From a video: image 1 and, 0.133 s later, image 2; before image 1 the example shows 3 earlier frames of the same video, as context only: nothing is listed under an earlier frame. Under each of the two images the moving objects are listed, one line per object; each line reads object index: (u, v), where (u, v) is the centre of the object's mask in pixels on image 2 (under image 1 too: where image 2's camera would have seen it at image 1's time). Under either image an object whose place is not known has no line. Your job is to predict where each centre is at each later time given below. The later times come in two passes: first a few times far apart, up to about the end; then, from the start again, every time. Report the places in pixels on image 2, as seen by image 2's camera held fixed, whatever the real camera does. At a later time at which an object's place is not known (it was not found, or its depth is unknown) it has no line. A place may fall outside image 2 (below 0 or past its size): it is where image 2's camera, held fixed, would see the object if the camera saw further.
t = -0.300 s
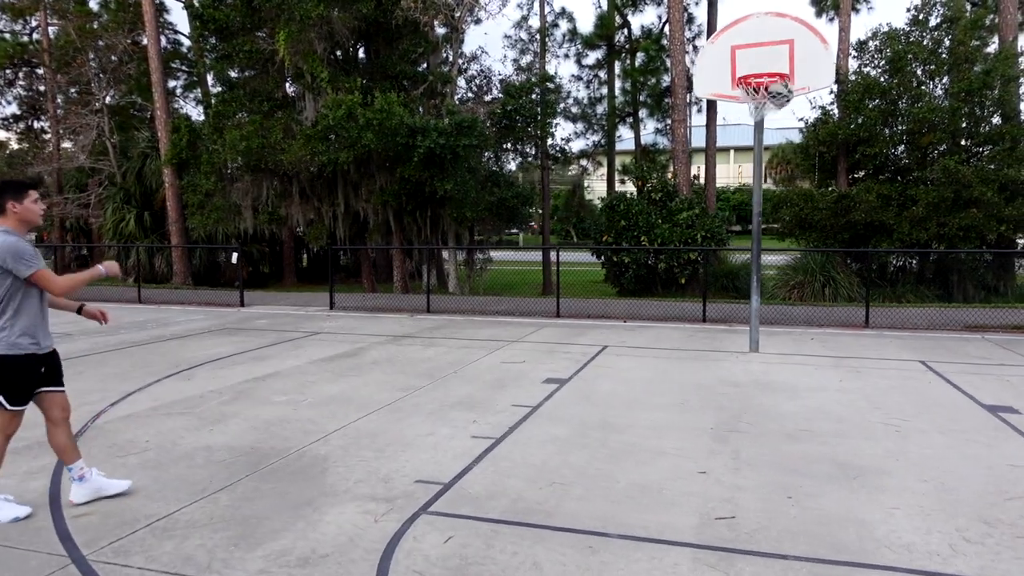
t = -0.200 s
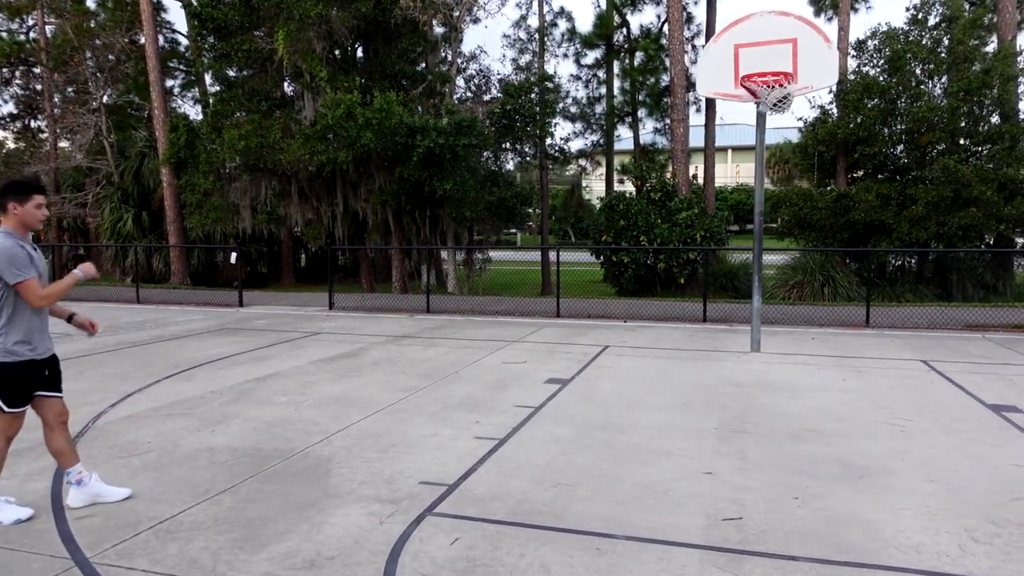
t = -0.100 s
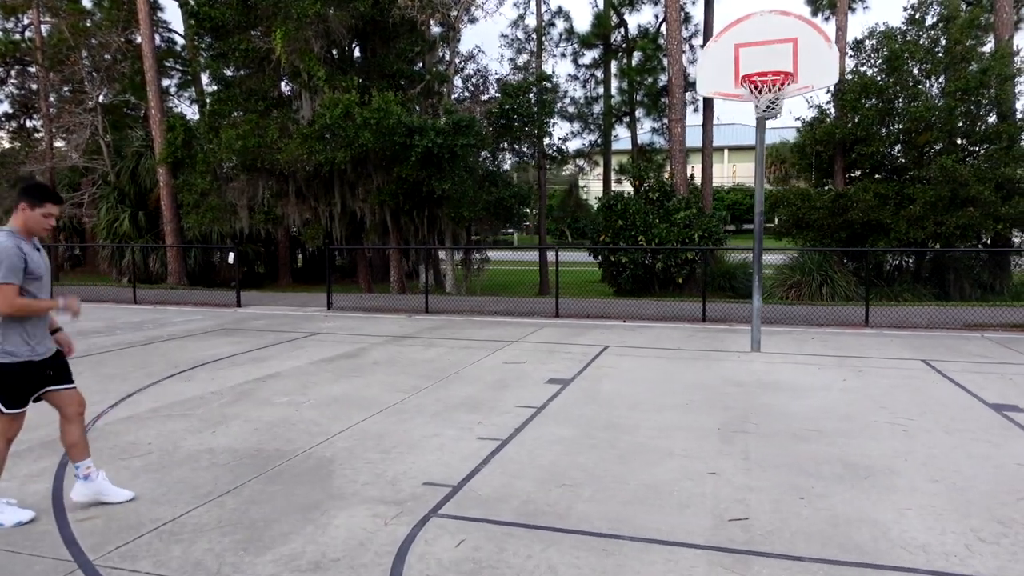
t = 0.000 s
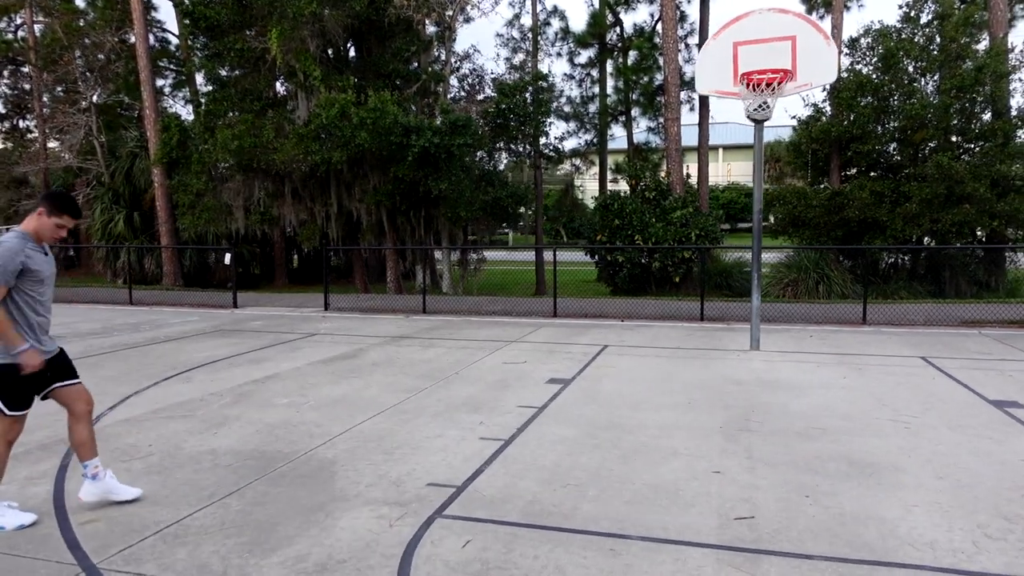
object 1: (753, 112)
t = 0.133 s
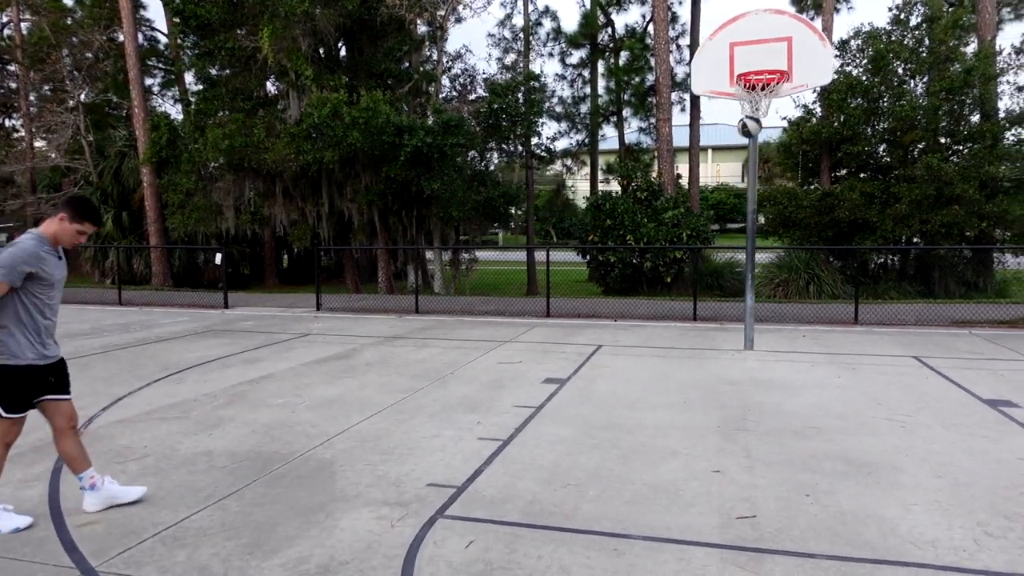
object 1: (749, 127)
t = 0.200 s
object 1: (748, 139)
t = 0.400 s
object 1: (744, 202)
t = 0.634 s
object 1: (737, 315)
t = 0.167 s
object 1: (749, 133)
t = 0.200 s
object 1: (748, 139)
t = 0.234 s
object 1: (748, 148)
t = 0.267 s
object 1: (746, 156)
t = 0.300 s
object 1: (746, 167)
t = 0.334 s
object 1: (745, 177)
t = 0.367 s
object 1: (745, 189)
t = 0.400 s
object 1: (744, 202)
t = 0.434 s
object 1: (742, 215)
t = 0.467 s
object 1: (742, 230)
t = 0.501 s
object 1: (741, 246)
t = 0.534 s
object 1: (740, 261)
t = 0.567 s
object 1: (739, 281)
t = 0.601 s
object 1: (738, 297)
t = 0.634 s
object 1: (737, 315)
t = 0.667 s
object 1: (737, 335)
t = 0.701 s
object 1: (733, 356)
